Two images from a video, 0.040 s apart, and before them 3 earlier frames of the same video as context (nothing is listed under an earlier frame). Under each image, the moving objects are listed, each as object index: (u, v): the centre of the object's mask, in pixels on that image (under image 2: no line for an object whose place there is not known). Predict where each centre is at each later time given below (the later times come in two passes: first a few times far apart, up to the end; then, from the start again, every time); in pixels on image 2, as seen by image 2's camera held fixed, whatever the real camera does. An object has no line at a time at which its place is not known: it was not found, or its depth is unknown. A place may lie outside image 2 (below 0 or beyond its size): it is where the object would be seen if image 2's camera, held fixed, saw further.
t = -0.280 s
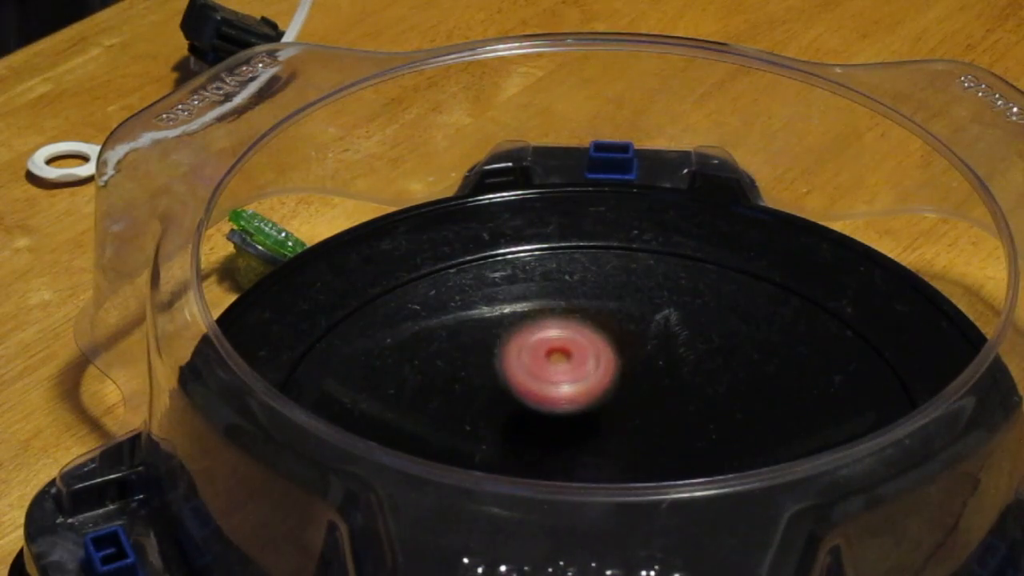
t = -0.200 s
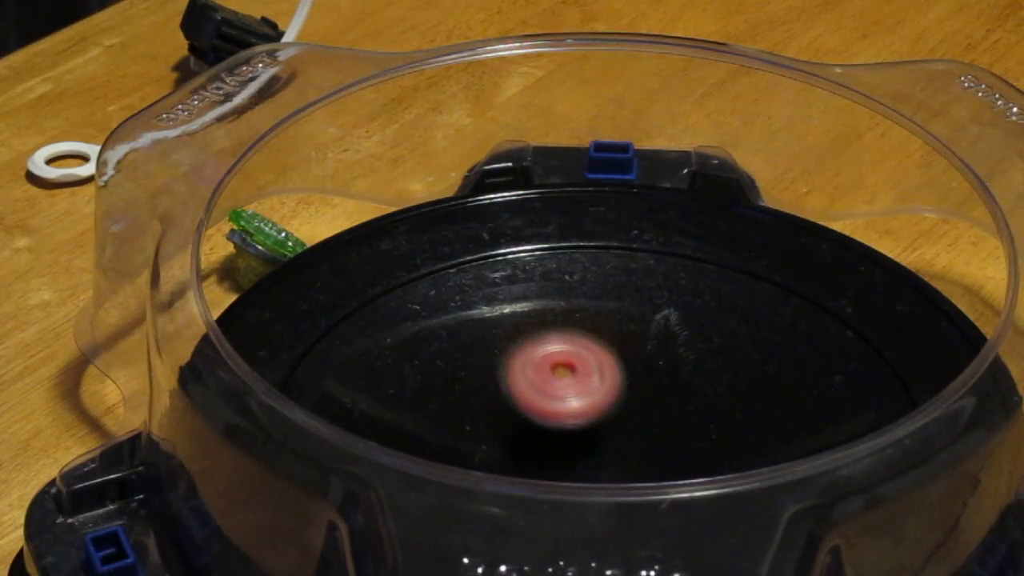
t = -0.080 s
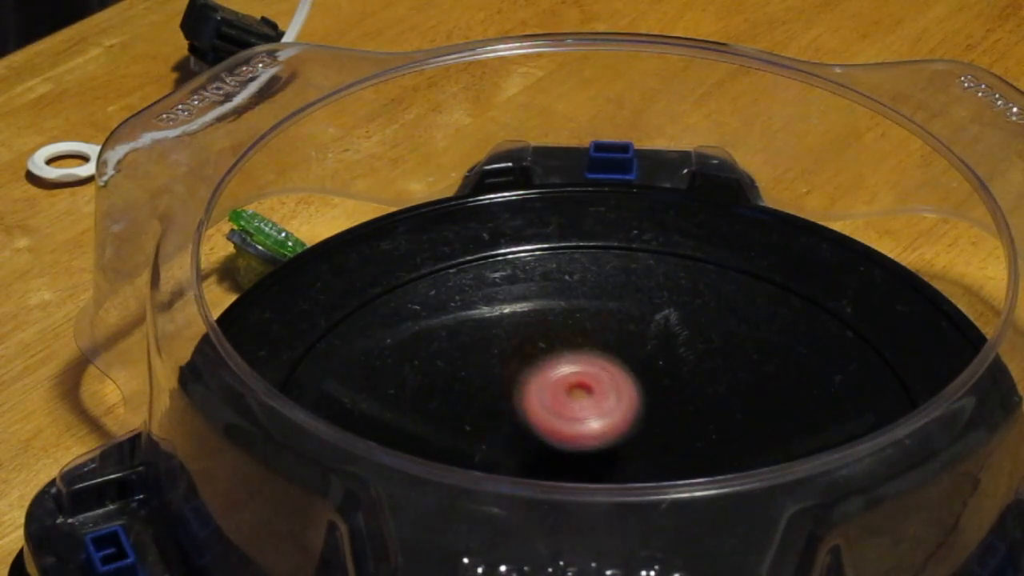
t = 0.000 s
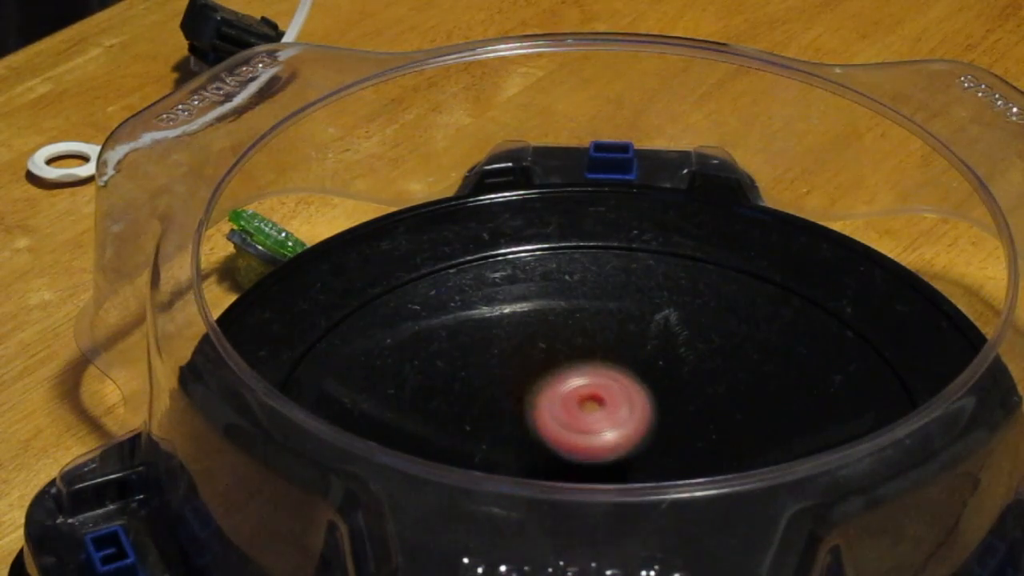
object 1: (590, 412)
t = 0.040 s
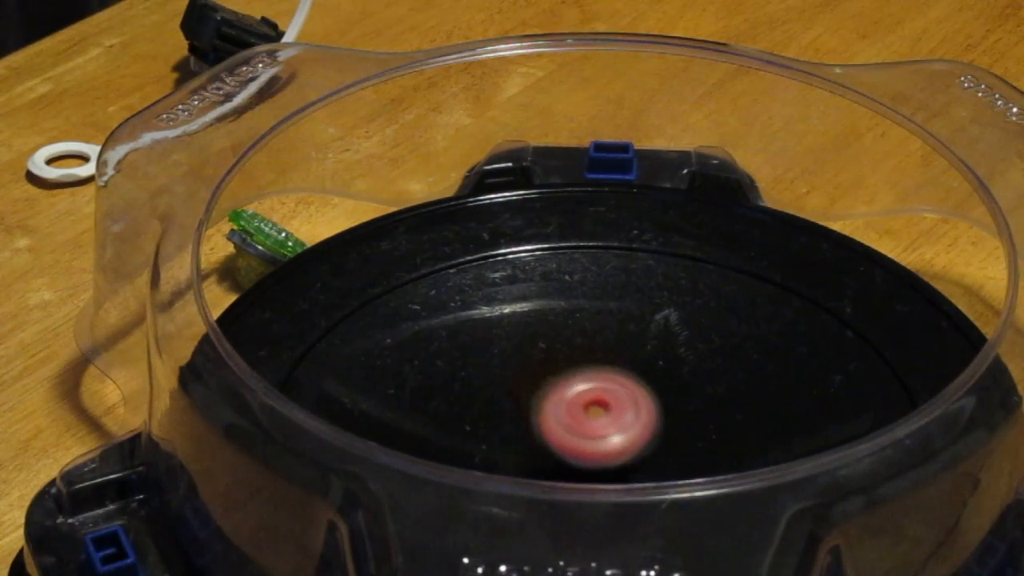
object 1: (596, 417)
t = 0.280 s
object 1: (610, 426)
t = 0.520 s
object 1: (616, 423)
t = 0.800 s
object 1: (613, 428)
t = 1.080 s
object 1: (593, 434)
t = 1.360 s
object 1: (574, 434)
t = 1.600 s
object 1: (562, 427)
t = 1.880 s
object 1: (559, 414)
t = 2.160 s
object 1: (568, 401)
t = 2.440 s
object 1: (590, 395)
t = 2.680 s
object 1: (605, 397)
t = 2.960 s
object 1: (617, 407)
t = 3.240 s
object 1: (611, 420)
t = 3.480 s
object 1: (600, 426)
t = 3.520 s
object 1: (600, 424)
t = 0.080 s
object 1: (601, 421)
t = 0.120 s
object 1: (604, 423)
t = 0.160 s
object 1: (606, 425)
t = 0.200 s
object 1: (608, 426)
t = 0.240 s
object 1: (609, 426)
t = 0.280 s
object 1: (610, 426)
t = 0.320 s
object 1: (611, 426)
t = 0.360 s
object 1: (612, 425)
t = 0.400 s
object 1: (613, 424)
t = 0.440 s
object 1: (614, 424)
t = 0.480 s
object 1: (615, 423)
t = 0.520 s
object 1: (616, 423)
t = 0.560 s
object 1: (617, 423)
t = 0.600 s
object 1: (618, 424)
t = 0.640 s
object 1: (618, 425)
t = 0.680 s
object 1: (617, 425)
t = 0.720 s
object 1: (616, 426)
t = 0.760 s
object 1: (614, 427)
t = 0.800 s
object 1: (613, 428)
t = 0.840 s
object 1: (610, 428)
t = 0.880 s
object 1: (607, 429)
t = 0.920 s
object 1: (604, 430)
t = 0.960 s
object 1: (602, 431)
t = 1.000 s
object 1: (599, 432)
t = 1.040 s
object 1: (596, 433)
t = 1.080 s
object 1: (593, 434)
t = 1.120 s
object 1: (590, 434)
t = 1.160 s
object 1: (588, 435)
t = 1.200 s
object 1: (585, 435)
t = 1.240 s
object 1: (581, 435)
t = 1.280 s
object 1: (579, 435)
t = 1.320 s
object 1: (576, 435)
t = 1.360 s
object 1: (574, 434)
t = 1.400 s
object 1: (571, 433)
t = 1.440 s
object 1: (569, 432)
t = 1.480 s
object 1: (567, 431)
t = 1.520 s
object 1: (565, 430)
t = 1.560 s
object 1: (563, 428)
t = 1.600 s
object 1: (562, 427)
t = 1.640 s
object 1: (561, 425)
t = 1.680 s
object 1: (560, 423)
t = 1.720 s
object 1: (559, 422)
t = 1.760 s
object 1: (559, 420)
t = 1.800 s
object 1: (559, 418)
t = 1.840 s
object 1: (559, 416)
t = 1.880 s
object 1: (559, 414)
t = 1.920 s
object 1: (559, 412)
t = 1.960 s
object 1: (560, 410)
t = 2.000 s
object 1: (561, 408)
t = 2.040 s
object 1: (562, 407)
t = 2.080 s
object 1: (563, 404)
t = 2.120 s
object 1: (566, 402)
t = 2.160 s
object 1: (568, 401)
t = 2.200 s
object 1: (571, 399)
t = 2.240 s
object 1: (573, 398)
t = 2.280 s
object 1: (576, 397)
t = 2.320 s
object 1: (579, 396)
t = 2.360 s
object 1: (583, 395)
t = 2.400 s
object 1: (586, 395)
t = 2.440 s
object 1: (590, 395)
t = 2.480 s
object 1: (593, 395)
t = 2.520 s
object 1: (596, 394)
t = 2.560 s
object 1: (598, 395)
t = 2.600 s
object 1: (601, 396)
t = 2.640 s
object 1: (603, 396)
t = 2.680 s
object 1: (605, 397)
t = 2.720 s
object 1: (608, 398)
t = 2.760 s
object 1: (609, 399)
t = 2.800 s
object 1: (611, 400)
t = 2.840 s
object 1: (613, 401)
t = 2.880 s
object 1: (615, 403)
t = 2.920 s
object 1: (616, 405)
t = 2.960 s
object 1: (617, 407)
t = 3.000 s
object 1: (618, 409)
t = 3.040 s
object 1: (618, 411)
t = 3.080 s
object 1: (618, 413)
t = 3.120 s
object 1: (617, 415)
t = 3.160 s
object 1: (615, 417)
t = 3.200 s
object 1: (613, 418)
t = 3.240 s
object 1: (611, 420)
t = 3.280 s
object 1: (608, 421)
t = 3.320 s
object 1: (605, 422)
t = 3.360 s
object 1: (603, 423)
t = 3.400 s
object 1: (602, 425)
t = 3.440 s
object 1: (600, 426)
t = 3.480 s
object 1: (600, 426)
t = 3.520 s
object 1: (600, 424)
